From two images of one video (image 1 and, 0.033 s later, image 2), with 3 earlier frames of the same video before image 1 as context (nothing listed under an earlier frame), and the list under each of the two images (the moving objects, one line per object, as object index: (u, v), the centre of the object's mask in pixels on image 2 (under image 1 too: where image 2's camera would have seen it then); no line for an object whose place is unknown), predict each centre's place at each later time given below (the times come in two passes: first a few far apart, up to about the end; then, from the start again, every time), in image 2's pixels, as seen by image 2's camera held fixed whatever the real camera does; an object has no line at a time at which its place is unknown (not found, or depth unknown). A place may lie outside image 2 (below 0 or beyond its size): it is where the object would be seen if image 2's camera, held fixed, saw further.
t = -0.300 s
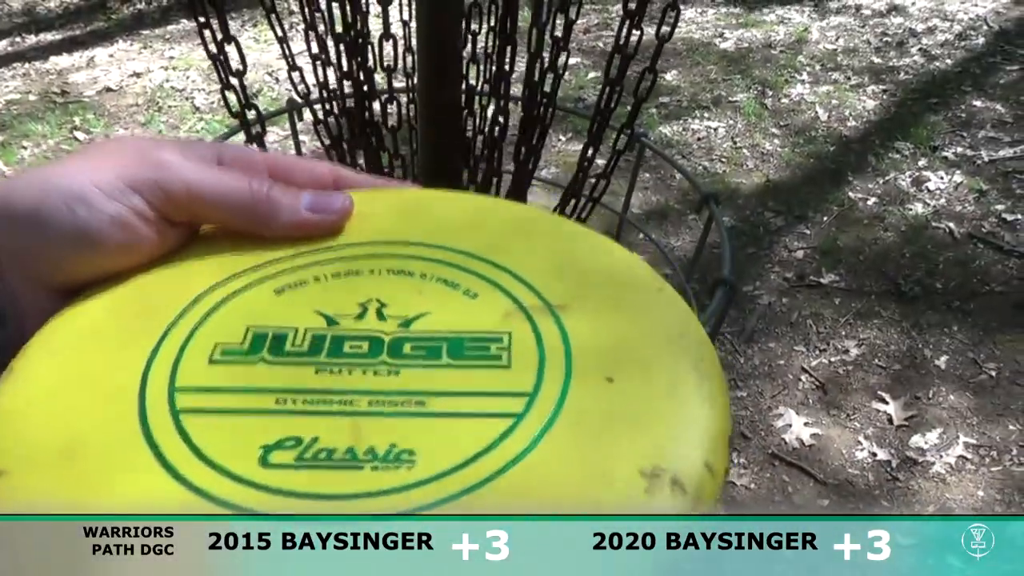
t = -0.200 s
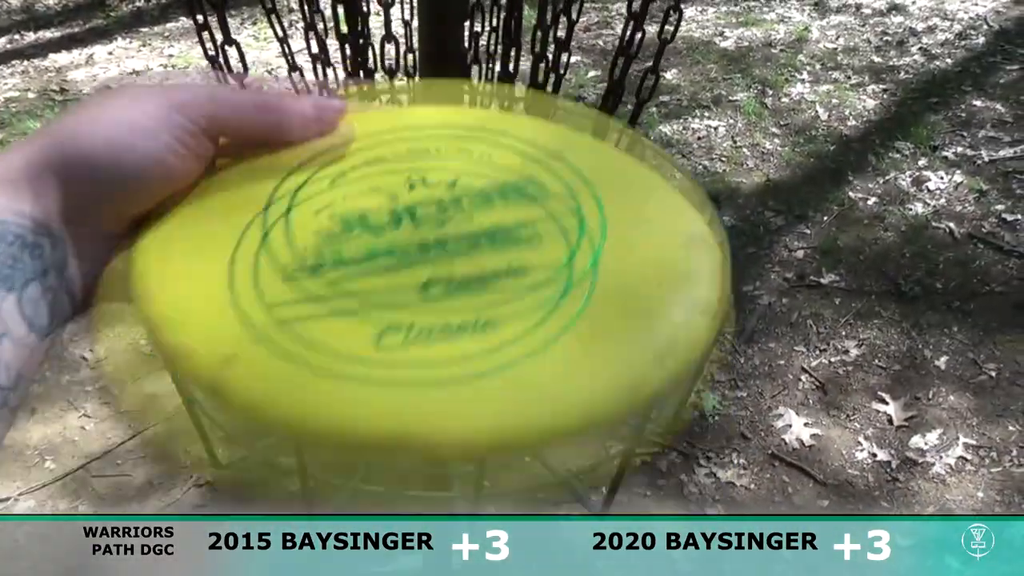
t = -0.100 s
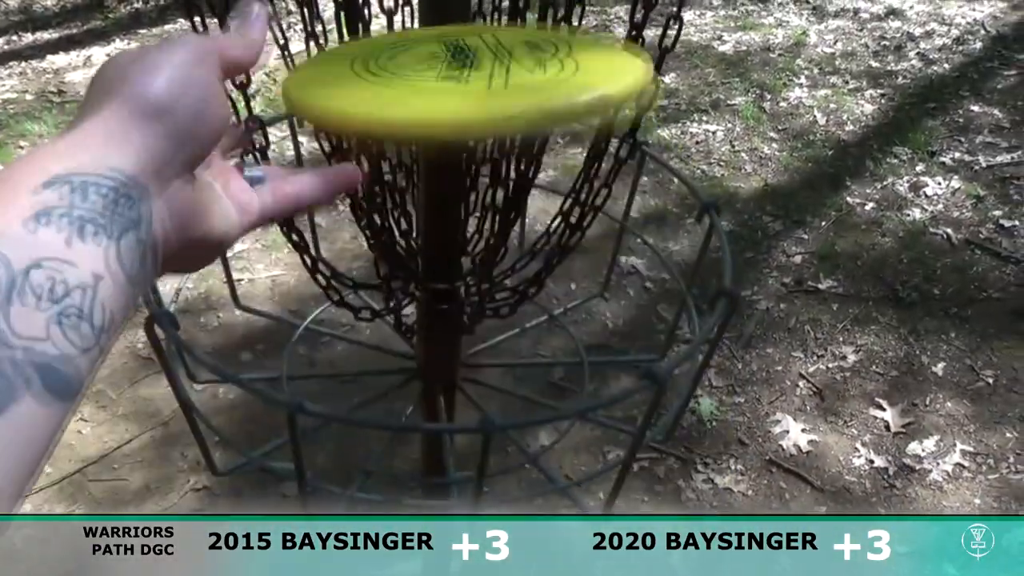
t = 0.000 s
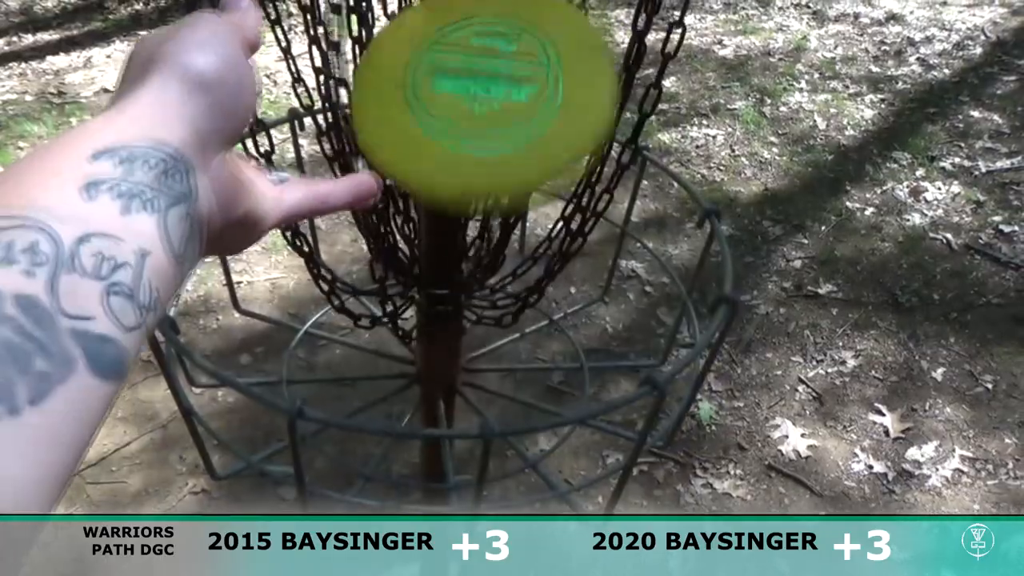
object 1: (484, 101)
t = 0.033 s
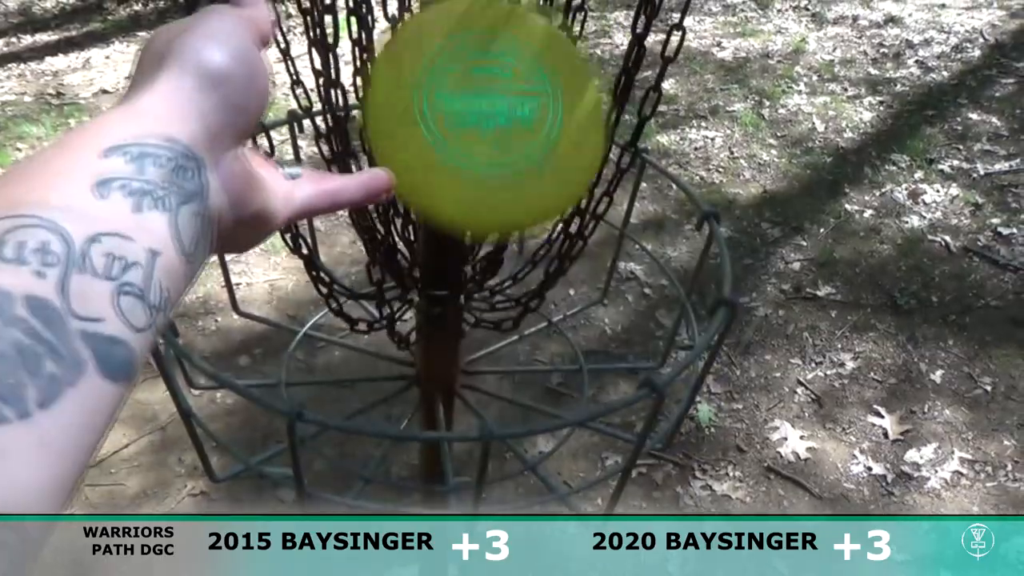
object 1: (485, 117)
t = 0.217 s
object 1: (539, 259)
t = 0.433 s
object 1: (544, 416)
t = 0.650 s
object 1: (515, 446)
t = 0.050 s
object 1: (485, 131)
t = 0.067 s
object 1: (488, 141)
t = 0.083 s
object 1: (491, 159)
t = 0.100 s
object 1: (494, 179)
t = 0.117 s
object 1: (489, 193)
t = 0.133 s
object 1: (507, 216)
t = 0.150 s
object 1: (515, 227)
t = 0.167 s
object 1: (523, 250)
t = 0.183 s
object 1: (529, 256)
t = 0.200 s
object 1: (534, 255)
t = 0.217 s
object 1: (539, 259)
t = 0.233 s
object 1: (541, 261)
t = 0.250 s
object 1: (544, 269)
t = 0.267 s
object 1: (546, 275)
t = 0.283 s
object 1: (553, 292)
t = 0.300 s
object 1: (553, 301)
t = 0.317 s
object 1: (554, 314)
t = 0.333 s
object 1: (555, 326)
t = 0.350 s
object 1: (554, 339)
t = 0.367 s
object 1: (553, 350)
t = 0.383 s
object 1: (556, 376)
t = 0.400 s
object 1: (557, 393)
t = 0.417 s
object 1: (550, 409)
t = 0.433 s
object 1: (544, 416)
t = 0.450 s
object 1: (540, 419)
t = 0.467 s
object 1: (535, 421)
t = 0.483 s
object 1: (533, 424)
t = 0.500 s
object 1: (522, 430)
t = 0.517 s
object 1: (518, 442)
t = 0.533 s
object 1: (517, 442)
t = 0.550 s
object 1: (516, 442)
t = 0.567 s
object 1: (516, 441)
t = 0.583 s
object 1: (515, 442)
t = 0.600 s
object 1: (515, 442)
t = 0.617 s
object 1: (515, 443)
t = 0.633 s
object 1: (515, 445)
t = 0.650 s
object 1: (515, 446)
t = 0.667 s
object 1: (515, 446)
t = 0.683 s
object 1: (514, 446)
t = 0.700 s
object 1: (513, 446)
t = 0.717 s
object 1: (511, 446)
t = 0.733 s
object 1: (510, 446)
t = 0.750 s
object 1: (507, 447)
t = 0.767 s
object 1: (505, 447)
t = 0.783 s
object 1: (503, 447)
